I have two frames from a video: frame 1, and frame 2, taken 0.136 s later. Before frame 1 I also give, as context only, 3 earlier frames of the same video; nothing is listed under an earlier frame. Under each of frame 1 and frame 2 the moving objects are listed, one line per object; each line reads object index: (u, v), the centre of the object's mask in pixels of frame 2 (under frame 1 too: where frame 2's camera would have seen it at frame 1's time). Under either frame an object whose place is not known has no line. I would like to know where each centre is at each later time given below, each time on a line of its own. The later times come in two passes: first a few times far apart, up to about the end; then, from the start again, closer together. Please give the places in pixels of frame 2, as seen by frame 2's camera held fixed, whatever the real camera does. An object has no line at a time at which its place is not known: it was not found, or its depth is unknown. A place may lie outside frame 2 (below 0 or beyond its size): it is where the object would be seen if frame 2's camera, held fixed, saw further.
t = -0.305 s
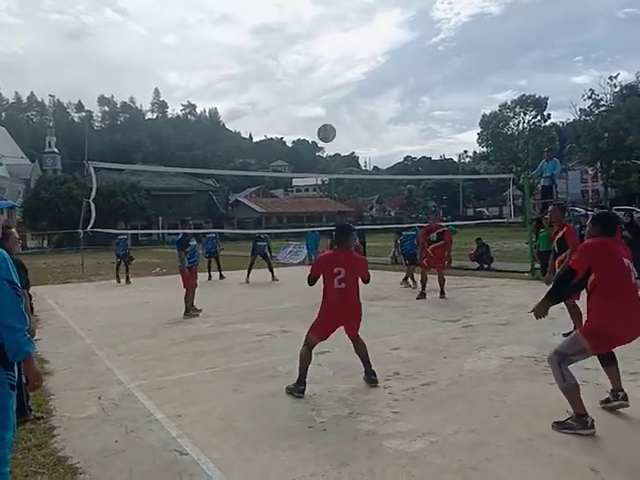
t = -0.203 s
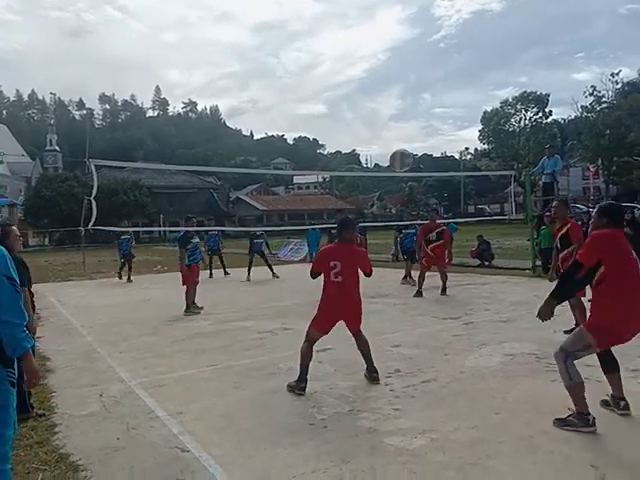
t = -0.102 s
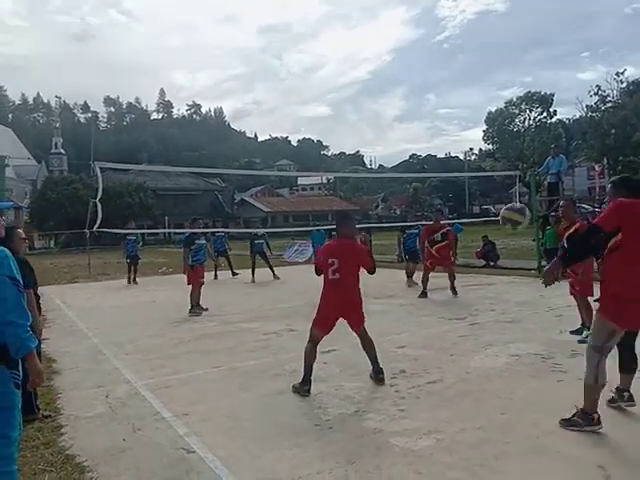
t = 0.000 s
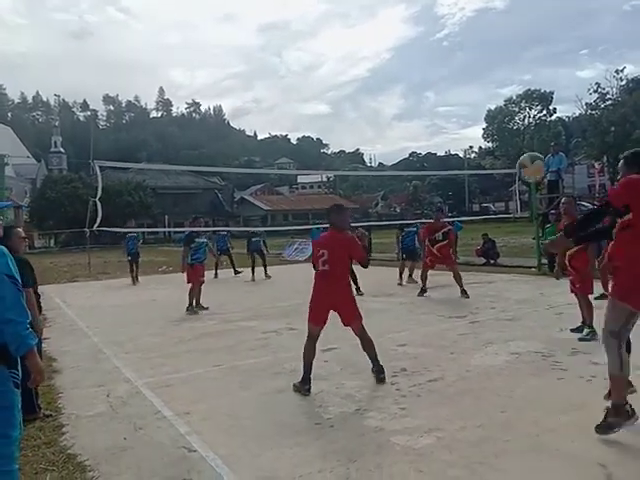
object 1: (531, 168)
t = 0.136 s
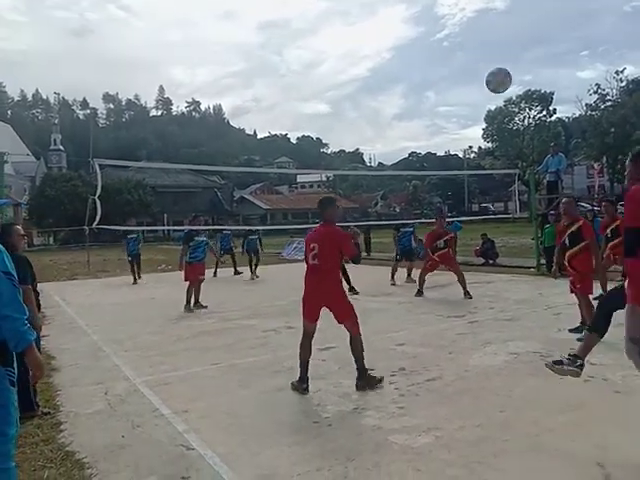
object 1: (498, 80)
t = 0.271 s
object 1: (475, 33)
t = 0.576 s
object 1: (441, 15)
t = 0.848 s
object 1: (424, 61)
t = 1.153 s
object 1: (413, 154)
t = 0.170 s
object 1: (492, 65)
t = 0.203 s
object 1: (486, 52)
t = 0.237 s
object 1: (480, 41)
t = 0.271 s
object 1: (475, 33)
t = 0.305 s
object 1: (470, 25)
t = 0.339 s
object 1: (466, 19)
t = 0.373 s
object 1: (461, 15)
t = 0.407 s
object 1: (458, 13)
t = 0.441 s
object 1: (454, 12)
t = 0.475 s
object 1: (450, 11)
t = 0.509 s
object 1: (447, 11)
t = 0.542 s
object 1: (444, 12)
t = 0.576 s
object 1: (441, 15)
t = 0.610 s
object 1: (438, 18)
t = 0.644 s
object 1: (436, 22)
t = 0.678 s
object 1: (433, 27)
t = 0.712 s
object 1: (431, 32)
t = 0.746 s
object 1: (429, 39)
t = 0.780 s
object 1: (428, 46)
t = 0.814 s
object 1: (426, 53)
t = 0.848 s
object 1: (424, 61)
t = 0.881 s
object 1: (422, 70)
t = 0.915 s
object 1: (421, 79)
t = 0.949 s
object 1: (419, 88)
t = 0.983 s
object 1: (418, 98)
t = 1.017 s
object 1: (417, 109)
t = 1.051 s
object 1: (416, 119)
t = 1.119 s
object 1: (414, 142)
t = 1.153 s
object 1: (413, 154)
